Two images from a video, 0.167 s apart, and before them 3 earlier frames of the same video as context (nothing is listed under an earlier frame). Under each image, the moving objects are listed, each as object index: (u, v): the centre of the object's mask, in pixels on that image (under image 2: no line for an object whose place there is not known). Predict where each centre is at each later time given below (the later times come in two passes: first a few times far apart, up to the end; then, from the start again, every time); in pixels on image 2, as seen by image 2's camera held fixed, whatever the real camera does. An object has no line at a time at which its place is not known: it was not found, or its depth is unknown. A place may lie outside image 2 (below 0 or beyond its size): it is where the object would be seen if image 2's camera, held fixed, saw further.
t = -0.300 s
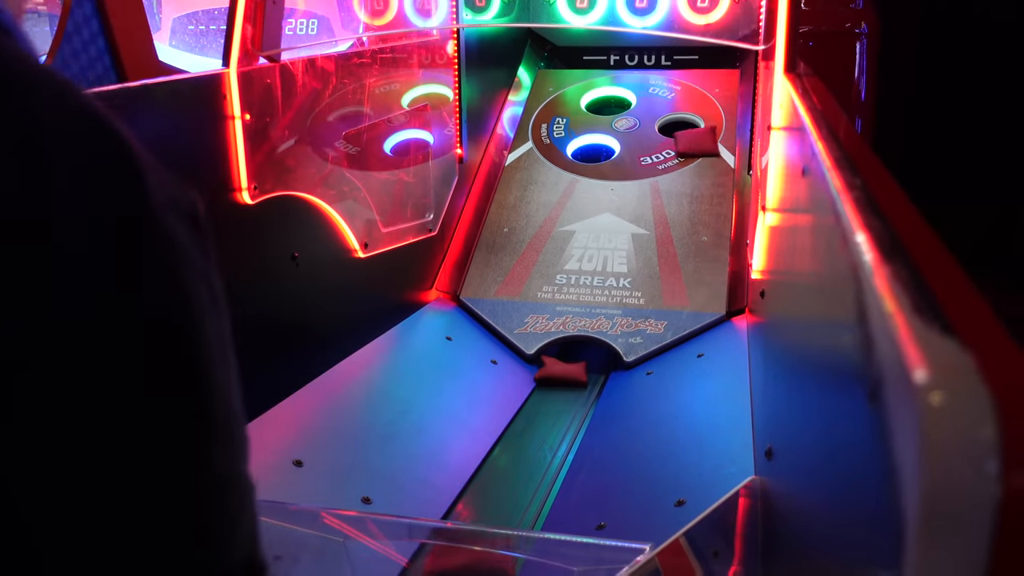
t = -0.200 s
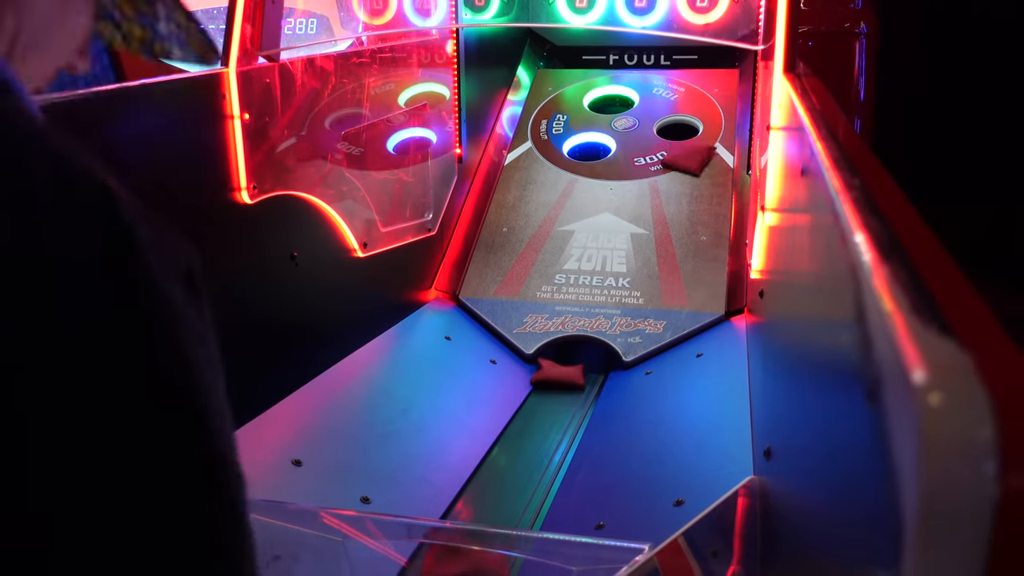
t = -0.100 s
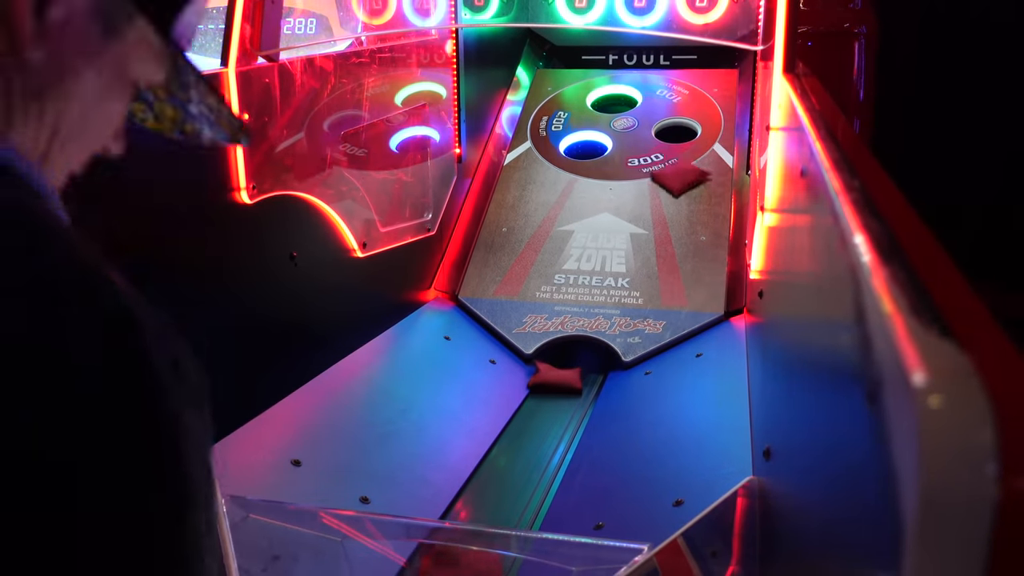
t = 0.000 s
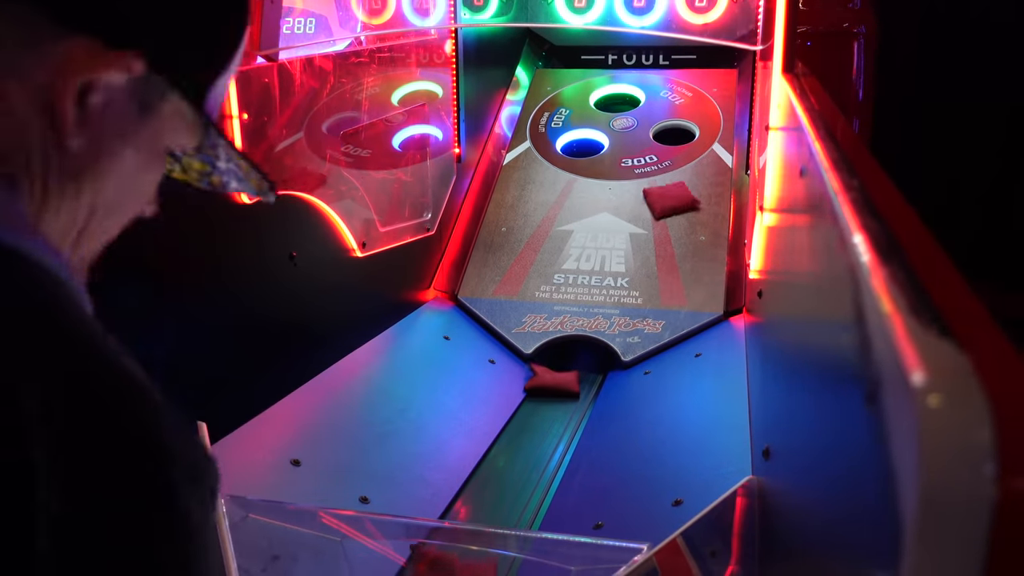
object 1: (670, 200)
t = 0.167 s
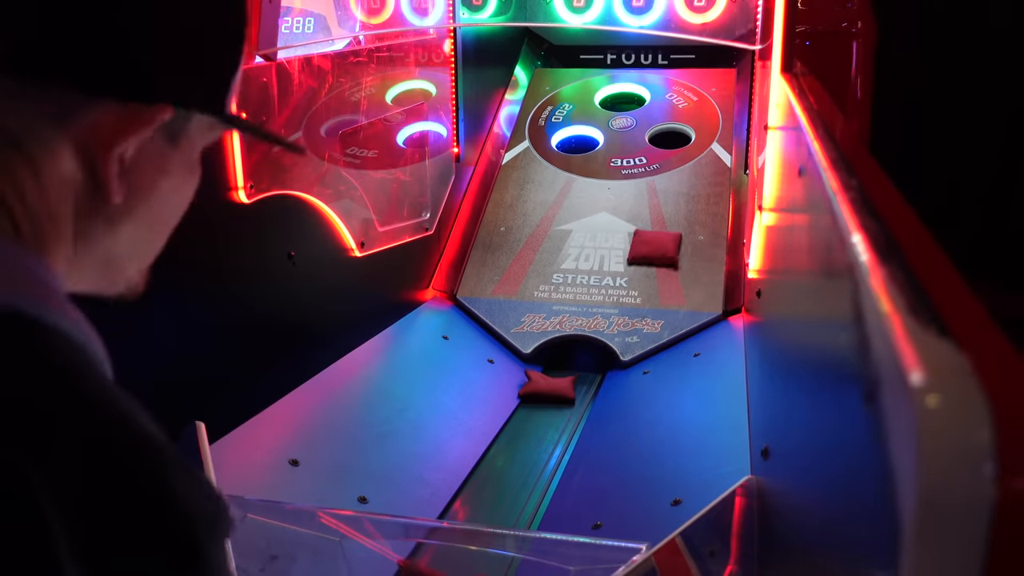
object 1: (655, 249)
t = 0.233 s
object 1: (649, 273)
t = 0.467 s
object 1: (619, 370)
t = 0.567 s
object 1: (593, 388)
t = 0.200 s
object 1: (652, 260)
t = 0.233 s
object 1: (649, 273)
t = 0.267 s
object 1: (646, 286)
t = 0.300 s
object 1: (643, 300)
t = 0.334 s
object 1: (640, 316)
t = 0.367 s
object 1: (637, 332)
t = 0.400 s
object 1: (632, 347)
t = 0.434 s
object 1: (626, 359)
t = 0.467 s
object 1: (619, 370)
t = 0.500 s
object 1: (610, 378)
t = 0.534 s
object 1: (601, 384)
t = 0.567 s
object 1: (593, 388)
